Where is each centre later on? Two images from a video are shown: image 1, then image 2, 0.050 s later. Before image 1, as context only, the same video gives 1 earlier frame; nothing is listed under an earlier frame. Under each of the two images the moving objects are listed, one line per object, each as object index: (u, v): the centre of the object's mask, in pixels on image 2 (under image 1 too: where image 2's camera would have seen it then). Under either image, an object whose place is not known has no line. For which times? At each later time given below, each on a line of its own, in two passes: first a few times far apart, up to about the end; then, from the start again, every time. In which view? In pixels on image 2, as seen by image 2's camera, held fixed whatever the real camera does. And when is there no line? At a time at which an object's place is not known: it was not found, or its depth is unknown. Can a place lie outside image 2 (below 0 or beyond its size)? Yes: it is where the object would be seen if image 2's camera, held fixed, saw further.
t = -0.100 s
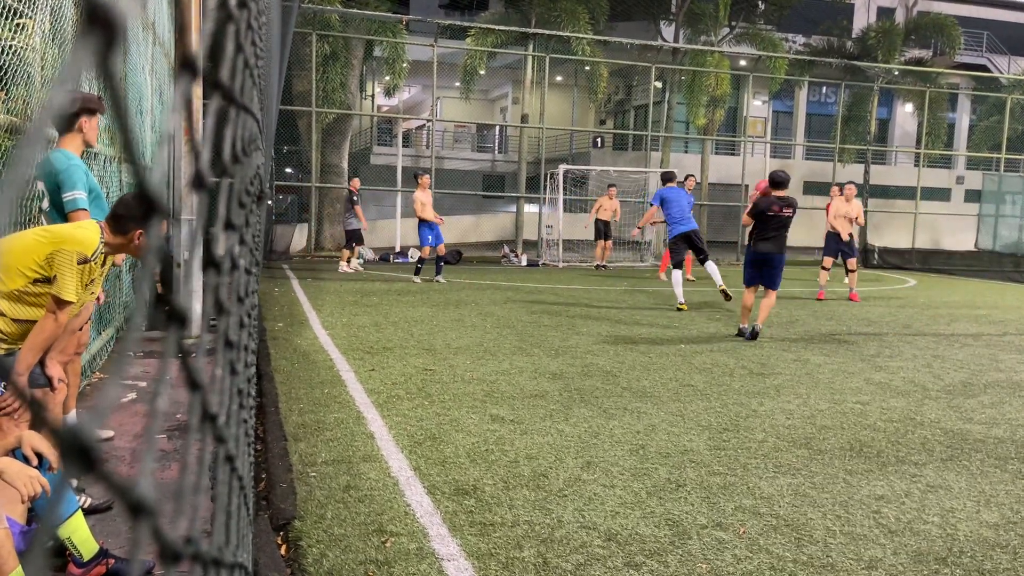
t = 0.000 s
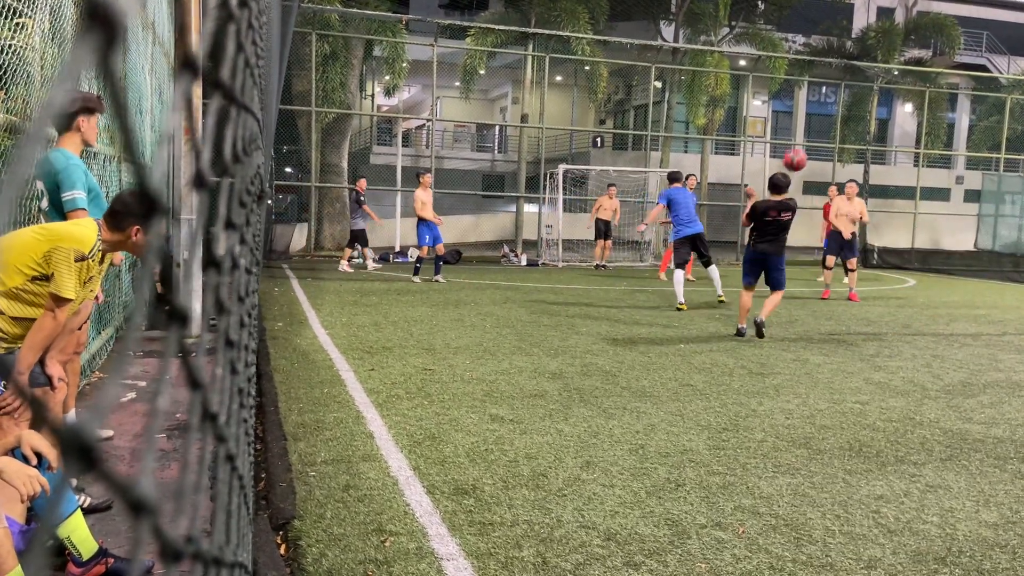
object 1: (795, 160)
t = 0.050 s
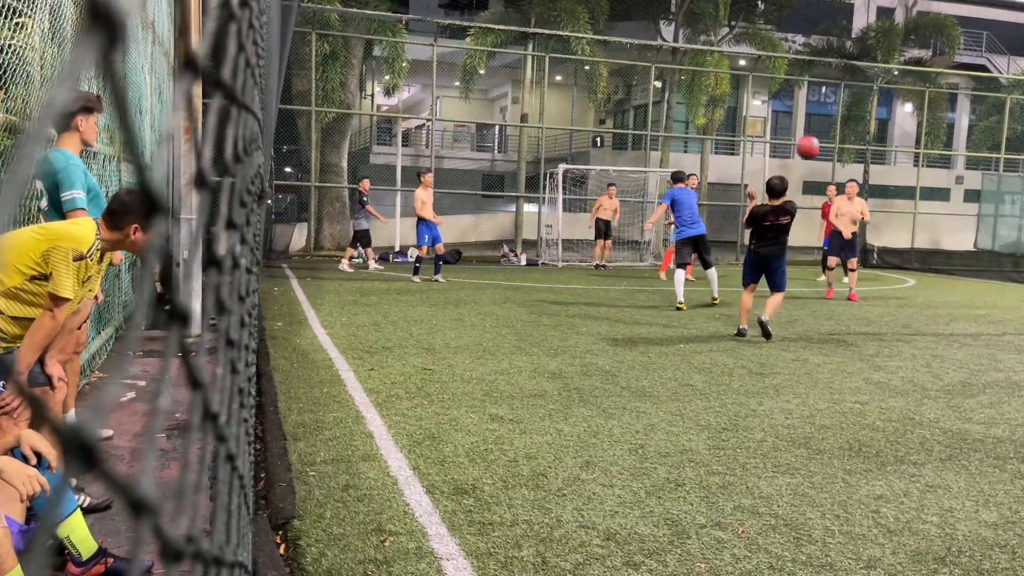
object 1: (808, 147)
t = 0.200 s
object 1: (845, 126)
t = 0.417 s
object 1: (892, 136)
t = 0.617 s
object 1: (933, 184)
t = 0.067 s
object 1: (812, 144)
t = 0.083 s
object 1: (816, 140)
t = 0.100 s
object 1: (820, 138)
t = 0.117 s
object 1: (824, 135)
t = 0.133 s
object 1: (829, 133)
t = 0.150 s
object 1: (833, 130)
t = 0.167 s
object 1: (837, 129)
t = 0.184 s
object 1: (841, 128)
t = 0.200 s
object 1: (845, 126)
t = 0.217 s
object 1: (849, 126)
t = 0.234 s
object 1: (853, 125)
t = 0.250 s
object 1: (856, 125)
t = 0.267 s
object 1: (860, 124)
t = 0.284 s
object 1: (864, 125)
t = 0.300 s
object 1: (868, 125)
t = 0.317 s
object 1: (872, 125)
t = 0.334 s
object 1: (876, 126)
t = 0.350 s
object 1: (879, 127)
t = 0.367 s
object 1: (883, 129)
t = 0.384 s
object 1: (886, 132)
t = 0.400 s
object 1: (889, 134)
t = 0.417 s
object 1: (892, 136)
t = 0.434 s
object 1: (896, 139)
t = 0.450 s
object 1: (899, 142)
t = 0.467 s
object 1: (903, 144)
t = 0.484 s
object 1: (907, 148)
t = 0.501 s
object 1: (910, 152)
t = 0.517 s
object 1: (913, 155)
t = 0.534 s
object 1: (917, 160)
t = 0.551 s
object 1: (920, 164)
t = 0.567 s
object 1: (923, 169)
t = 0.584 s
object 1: (926, 174)
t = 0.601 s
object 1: (929, 180)
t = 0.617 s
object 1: (933, 184)
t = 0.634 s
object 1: (936, 190)
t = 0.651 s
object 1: (939, 196)
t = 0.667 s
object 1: (941, 202)
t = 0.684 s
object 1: (944, 209)
